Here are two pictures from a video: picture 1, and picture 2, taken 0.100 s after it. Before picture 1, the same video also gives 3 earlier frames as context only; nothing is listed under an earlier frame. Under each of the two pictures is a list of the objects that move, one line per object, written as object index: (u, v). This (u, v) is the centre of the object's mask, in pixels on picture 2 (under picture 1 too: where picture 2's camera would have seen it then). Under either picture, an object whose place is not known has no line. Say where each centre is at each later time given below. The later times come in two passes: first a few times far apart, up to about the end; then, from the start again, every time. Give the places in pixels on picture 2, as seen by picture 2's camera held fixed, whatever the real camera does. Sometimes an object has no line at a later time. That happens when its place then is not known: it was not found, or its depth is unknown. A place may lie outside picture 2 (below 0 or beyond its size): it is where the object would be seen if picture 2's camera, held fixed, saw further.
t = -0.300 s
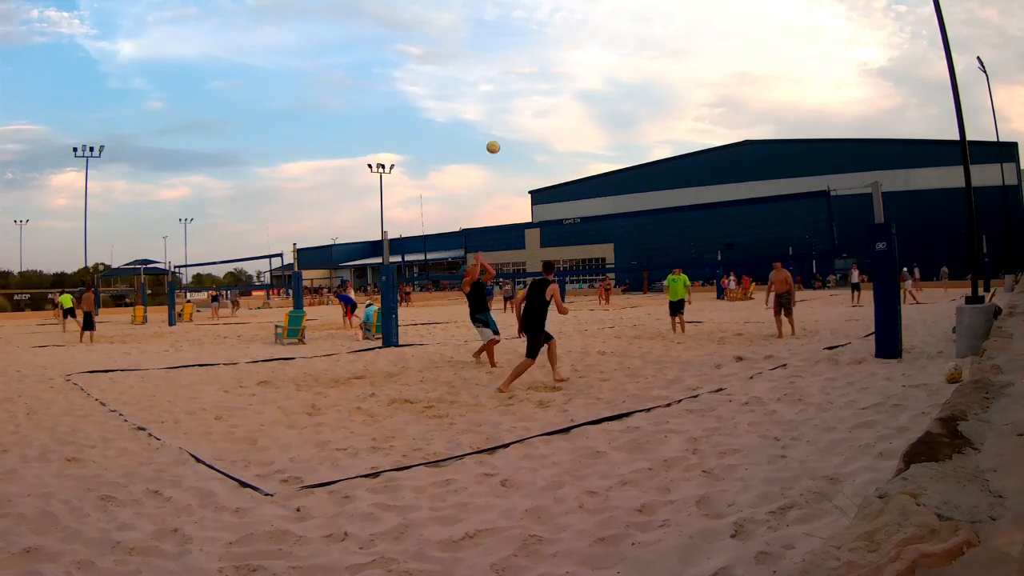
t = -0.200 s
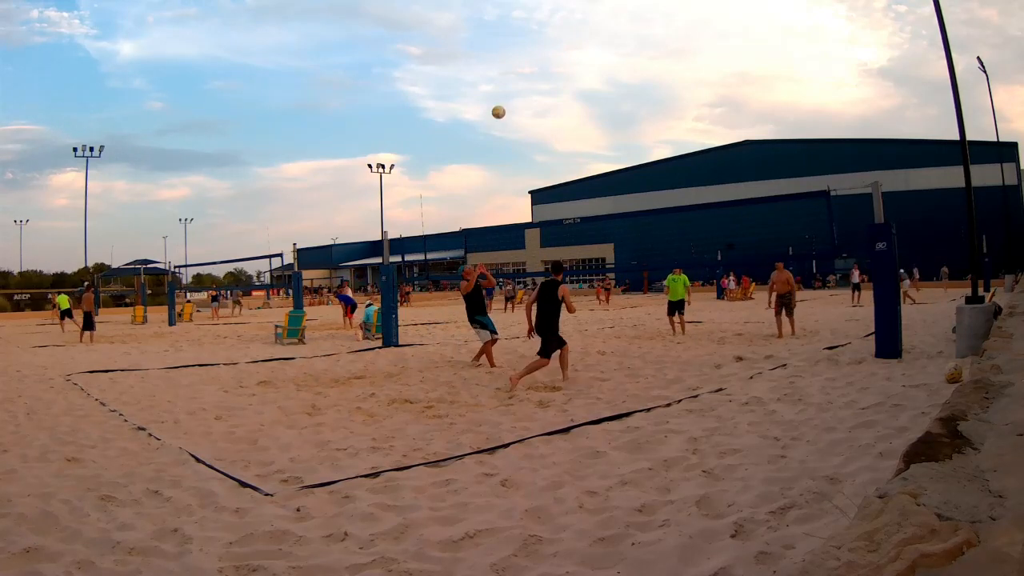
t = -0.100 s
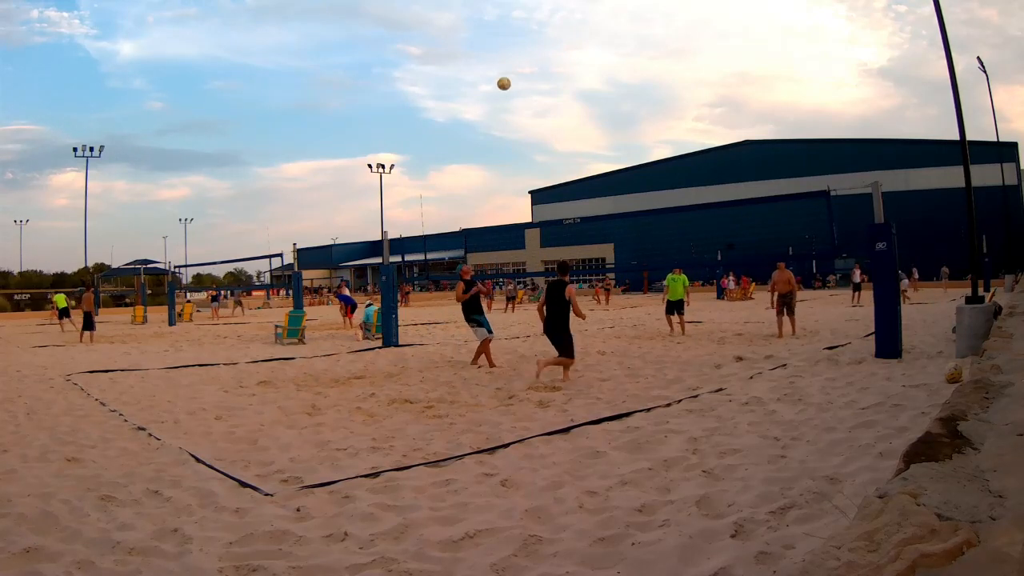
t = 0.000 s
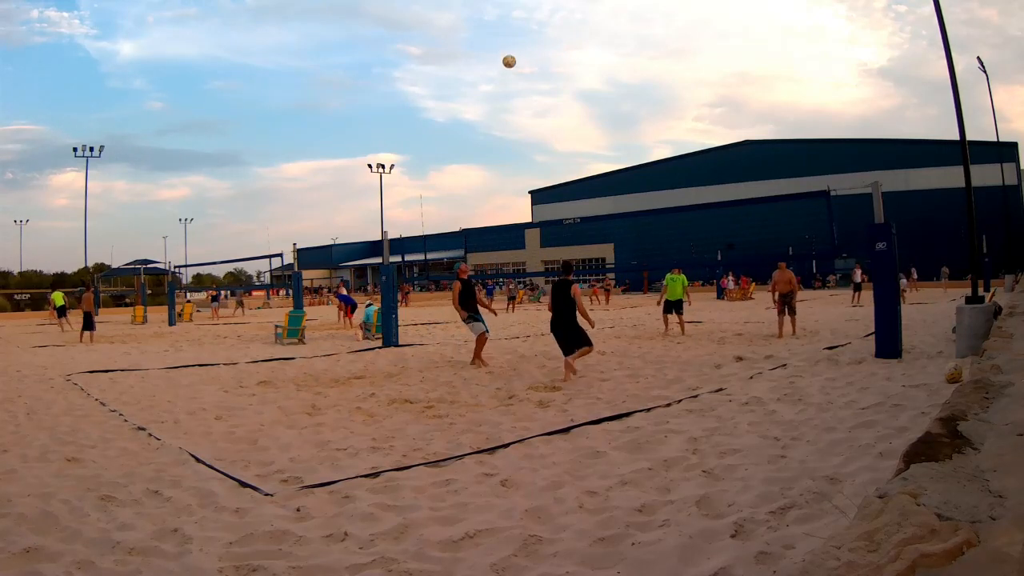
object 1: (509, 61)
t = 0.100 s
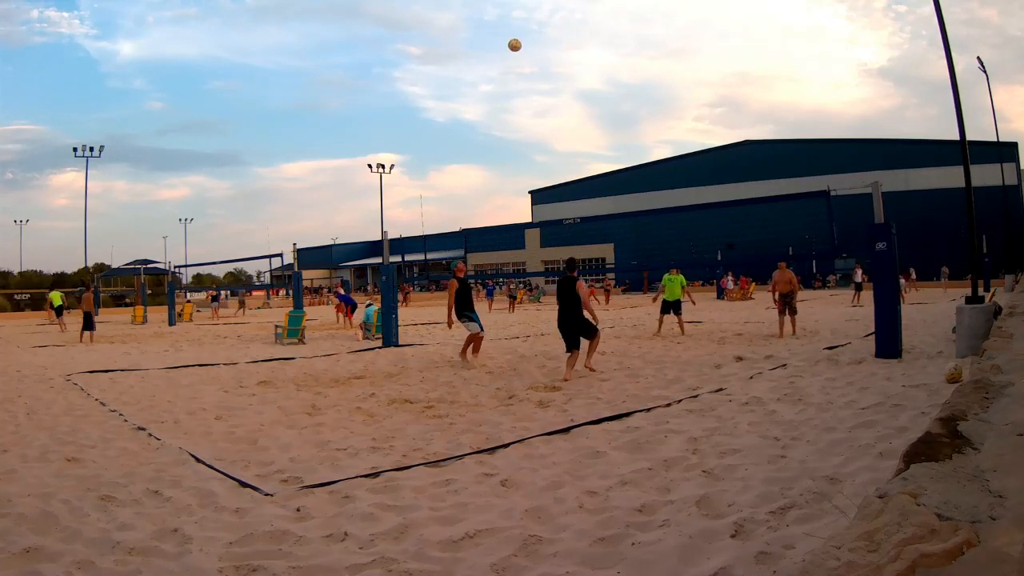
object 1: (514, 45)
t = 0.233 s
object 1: (522, 32)
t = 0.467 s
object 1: (537, 33)
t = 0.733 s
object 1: (557, 73)
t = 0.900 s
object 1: (570, 122)
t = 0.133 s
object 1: (516, 41)
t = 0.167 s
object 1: (518, 37)
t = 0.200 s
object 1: (520, 34)
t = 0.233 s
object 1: (522, 32)
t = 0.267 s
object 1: (524, 30)
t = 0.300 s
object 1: (526, 29)
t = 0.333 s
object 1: (528, 28)
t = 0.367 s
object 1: (530, 29)
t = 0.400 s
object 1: (532, 30)
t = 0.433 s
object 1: (535, 31)
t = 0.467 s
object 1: (537, 33)
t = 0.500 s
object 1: (539, 36)
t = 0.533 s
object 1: (542, 39)
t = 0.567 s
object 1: (544, 43)
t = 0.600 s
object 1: (547, 48)
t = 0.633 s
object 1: (549, 53)
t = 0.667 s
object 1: (552, 59)
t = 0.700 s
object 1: (554, 66)
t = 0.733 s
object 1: (557, 73)
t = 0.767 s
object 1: (559, 81)
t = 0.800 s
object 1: (562, 90)
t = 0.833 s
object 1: (565, 100)
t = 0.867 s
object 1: (567, 110)
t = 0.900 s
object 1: (570, 122)
